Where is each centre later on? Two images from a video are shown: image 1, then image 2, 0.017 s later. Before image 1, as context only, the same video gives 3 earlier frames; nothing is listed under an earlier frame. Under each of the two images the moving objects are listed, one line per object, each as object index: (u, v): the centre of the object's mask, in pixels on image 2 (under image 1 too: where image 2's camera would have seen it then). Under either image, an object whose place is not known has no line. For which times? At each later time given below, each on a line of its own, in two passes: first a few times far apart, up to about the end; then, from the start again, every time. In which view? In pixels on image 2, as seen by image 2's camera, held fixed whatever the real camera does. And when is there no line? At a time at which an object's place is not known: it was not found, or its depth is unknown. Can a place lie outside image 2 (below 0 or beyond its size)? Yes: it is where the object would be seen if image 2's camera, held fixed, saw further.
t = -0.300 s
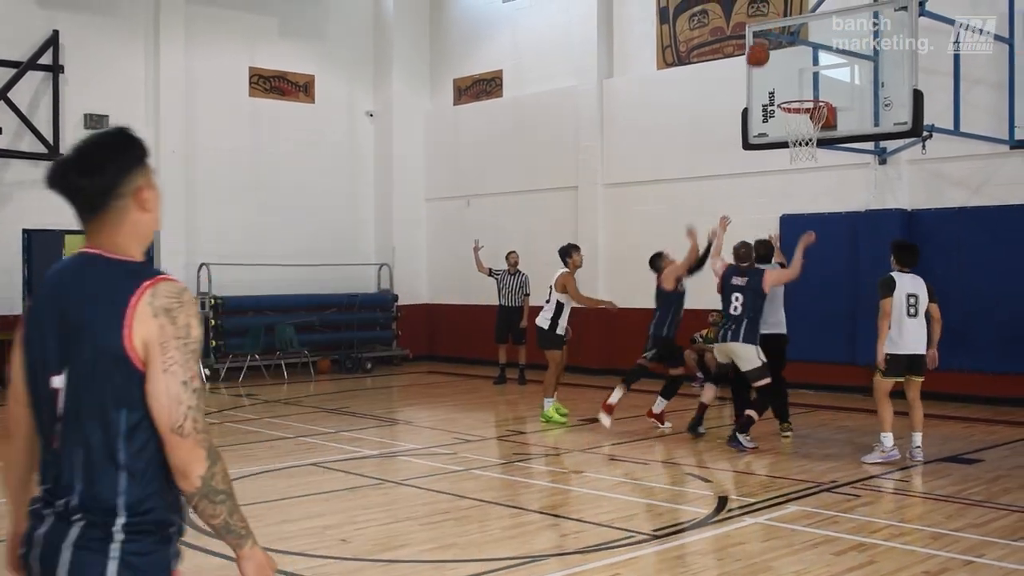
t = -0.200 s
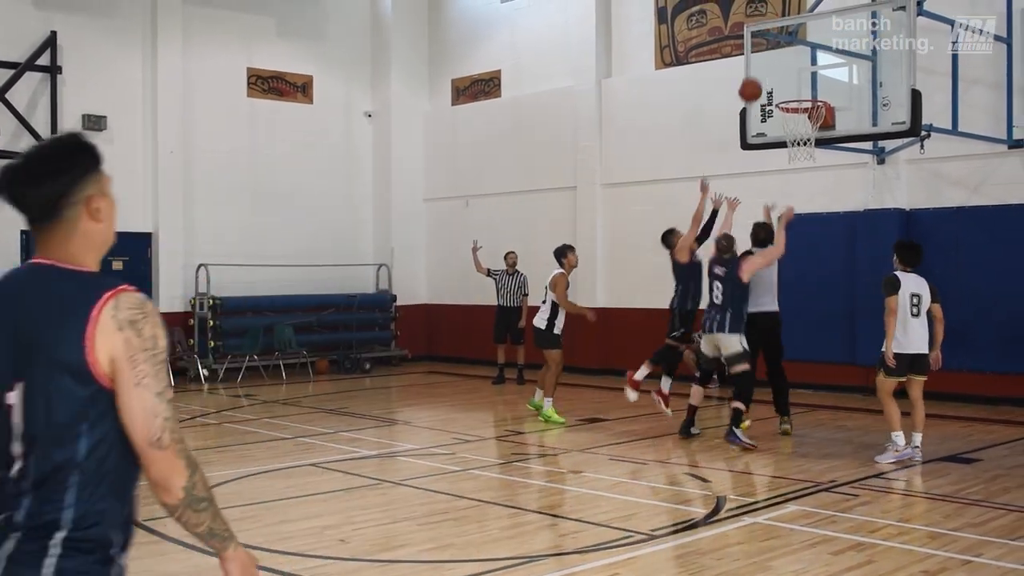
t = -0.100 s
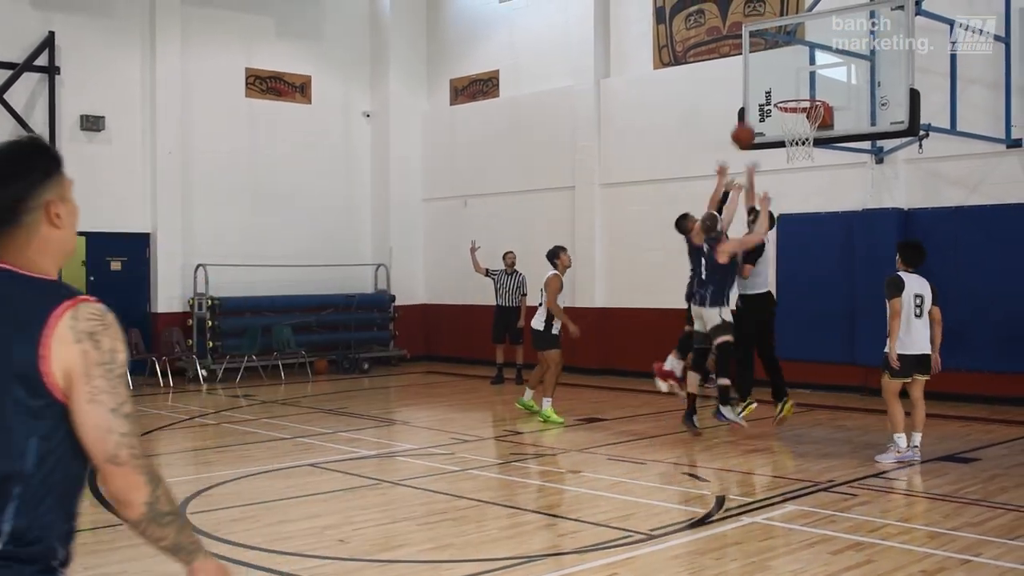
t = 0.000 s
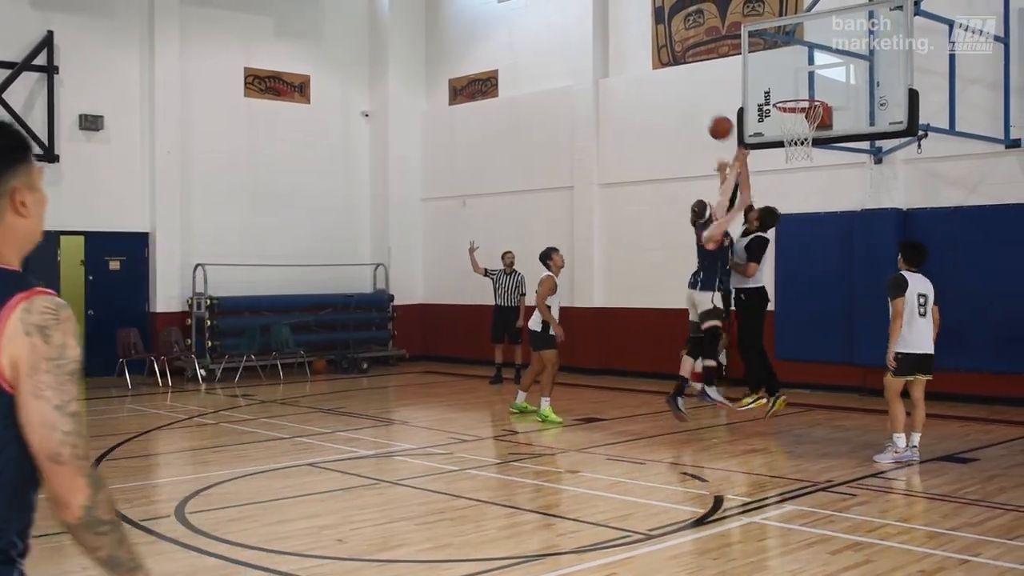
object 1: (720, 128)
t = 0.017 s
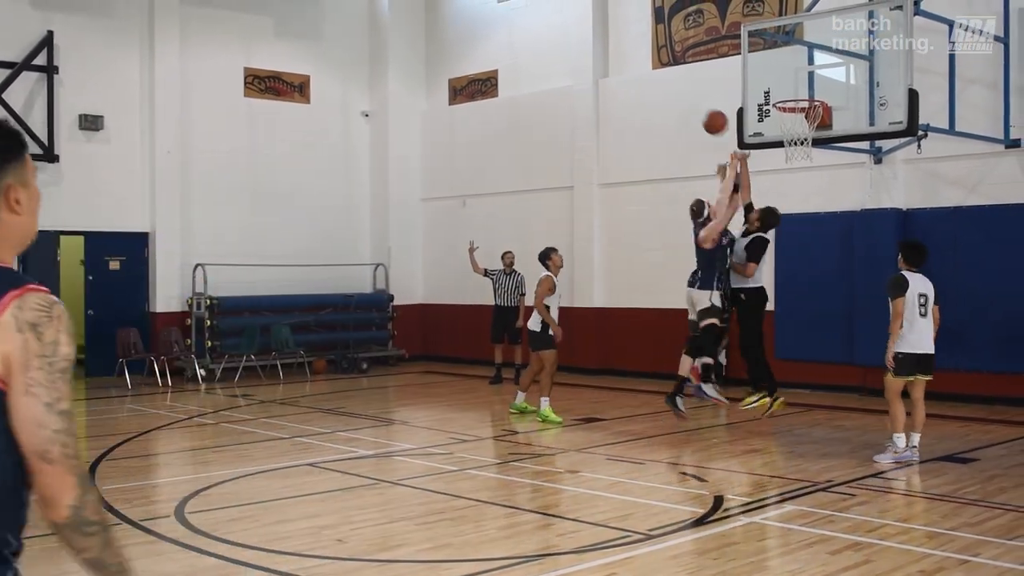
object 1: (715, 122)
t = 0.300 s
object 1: (617, 69)
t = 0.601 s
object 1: (500, 108)
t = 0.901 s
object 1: (367, 272)
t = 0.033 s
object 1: (710, 117)
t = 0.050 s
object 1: (704, 112)
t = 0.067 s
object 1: (699, 107)
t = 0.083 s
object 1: (693, 103)
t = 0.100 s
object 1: (688, 99)
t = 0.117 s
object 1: (682, 95)
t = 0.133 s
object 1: (676, 91)
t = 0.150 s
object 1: (670, 88)
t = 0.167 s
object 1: (665, 84)
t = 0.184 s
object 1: (659, 82)
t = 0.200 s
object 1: (653, 79)
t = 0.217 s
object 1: (647, 77)
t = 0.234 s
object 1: (641, 74)
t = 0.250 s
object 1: (635, 73)
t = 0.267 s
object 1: (629, 71)
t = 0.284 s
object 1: (623, 70)
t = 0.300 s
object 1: (617, 69)
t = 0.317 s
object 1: (610, 68)
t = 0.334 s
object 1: (604, 68)
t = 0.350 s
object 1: (598, 68)
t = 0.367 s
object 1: (592, 68)
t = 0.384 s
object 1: (585, 69)
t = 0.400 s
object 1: (578, 70)
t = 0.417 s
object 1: (572, 71)
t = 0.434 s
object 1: (566, 73)
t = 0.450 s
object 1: (560, 75)
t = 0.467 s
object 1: (553, 77)
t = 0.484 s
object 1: (547, 80)
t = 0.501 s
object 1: (540, 83)
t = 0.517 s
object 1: (533, 86)
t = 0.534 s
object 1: (526, 90)
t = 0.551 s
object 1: (520, 94)
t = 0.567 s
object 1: (513, 99)
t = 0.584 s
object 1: (506, 103)
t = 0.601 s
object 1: (500, 108)
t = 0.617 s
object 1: (493, 114)
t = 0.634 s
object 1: (485, 120)
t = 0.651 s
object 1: (478, 126)
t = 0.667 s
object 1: (471, 133)
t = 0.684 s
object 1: (463, 140)
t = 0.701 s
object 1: (456, 148)
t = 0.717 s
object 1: (450, 156)
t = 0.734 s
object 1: (442, 164)
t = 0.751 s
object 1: (435, 173)
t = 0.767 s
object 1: (428, 183)
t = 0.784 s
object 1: (420, 192)
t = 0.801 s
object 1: (412, 203)
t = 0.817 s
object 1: (405, 213)
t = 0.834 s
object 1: (397, 224)
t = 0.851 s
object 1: (389, 236)
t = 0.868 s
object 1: (382, 247)
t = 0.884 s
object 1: (374, 260)
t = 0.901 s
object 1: (367, 272)
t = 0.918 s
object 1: (358, 288)
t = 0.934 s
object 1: (351, 301)
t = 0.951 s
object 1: (342, 314)
